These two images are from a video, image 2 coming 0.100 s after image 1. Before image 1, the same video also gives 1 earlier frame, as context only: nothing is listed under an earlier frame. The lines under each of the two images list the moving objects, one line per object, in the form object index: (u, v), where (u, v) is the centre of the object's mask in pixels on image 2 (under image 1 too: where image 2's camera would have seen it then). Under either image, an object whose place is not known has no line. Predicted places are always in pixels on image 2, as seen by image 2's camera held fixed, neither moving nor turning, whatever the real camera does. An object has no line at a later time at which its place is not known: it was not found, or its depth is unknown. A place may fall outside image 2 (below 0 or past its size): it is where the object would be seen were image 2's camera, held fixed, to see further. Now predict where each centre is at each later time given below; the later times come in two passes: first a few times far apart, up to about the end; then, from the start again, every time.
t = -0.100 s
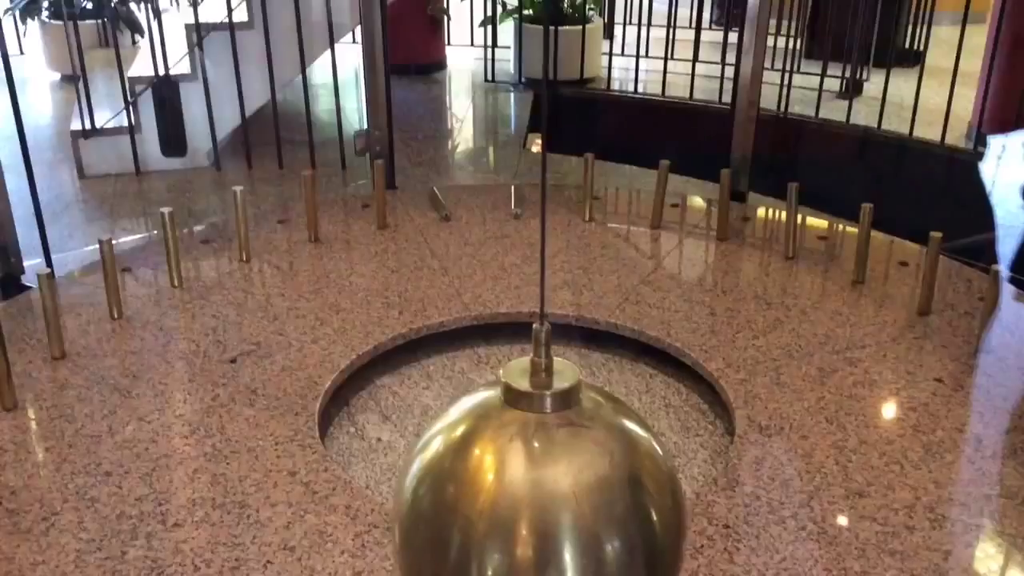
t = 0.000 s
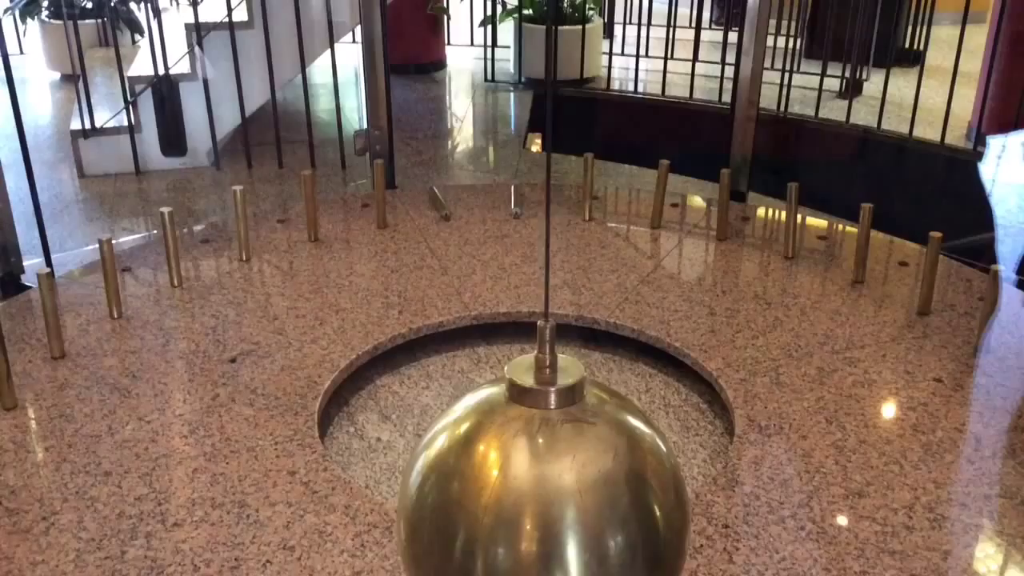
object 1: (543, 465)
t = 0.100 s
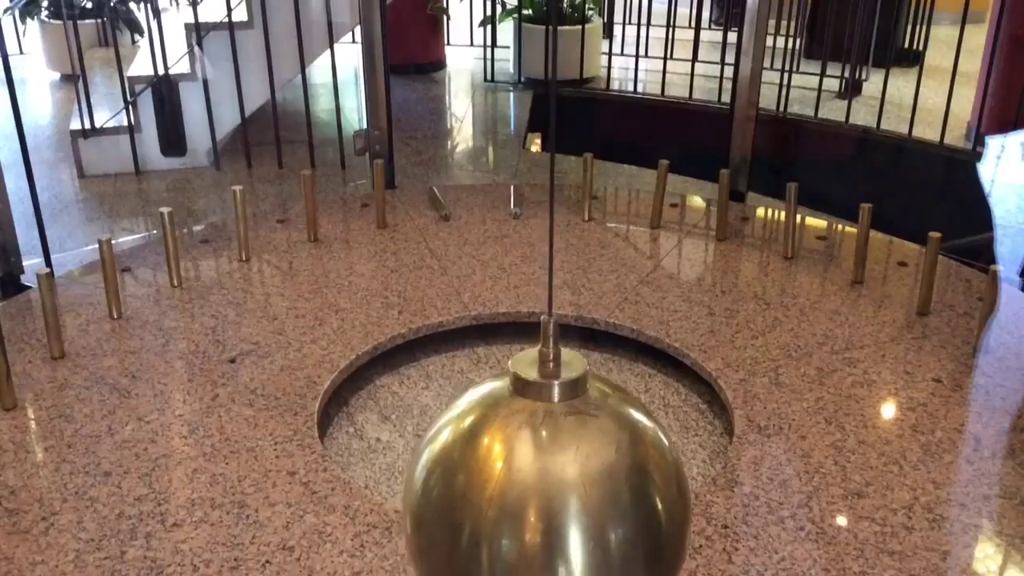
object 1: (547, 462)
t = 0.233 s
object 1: (554, 458)
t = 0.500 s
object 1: (562, 438)
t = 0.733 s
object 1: (567, 394)
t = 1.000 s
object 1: (568, 340)
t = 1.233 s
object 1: (568, 291)
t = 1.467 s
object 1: (566, 247)
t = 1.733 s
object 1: (563, 202)
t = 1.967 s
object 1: (559, 170)
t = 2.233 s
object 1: (555, 139)
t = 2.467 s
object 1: (552, 116)
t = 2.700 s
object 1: (547, 98)
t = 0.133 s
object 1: (549, 462)
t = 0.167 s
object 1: (551, 461)
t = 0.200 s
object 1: (552, 460)
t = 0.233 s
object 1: (554, 458)
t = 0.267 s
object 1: (555, 456)
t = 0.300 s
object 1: (556, 453)
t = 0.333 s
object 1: (558, 451)
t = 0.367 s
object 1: (559, 448)
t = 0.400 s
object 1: (559, 451)
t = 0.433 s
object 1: (560, 448)
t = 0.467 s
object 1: (561, 444)
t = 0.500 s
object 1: (562, 438)
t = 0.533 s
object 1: (563, 433)
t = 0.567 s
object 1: (564, 427)
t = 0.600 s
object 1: (565, 420)
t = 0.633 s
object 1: (565, 413)
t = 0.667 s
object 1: (566, 407)
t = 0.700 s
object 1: (567, 393)
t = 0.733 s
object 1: (567, 394)
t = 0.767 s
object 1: (567, 388)
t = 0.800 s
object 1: (568, 383)
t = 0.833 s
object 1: (567, 376)
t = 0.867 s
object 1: (567, 369)
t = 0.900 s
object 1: (568, 362)
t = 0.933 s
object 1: (568, 353)
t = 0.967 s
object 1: (568, 347)
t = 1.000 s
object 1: (568, 340)
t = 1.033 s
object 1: (568, 333)
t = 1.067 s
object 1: (569, 325)
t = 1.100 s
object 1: (568, 319)
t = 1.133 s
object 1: (568, 312)
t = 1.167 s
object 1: (568, 304)
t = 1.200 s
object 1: (568, 298)
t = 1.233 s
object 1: (568, 291)
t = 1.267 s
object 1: (567, 284)
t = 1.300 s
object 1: (567, 278)
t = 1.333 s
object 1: (567, 272)
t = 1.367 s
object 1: (567, 265)
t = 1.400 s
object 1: (567, 259)
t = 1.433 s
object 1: (567, 254)
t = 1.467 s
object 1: (566, 247)
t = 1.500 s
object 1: (566, 240)
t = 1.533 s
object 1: (566, 235)
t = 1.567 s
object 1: (565, 229)
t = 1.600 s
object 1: (565, 223)
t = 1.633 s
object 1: (565, 217)
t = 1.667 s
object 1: (564, 212)
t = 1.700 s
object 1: (564, 207)
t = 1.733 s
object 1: (563, 202)
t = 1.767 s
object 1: (563, 197)
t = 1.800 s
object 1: (562, 192)
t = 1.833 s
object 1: (562, 187)
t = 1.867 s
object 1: (561, 182)
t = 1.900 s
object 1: (560, 178)
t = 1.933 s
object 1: (560, 174)
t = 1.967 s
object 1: (559, 170)
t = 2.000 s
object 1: (559, 165)
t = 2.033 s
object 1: (559, 161)
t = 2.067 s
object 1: (558, 158)
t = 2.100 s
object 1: (557, 154)
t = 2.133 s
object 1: (557, 150)
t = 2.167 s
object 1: (556, 146)
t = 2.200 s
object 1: (556, 142)
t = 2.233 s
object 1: (555, 139)
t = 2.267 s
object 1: (555, 135)
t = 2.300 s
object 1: (554, 132)
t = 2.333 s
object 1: (554, 129)
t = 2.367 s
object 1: (553, 126)
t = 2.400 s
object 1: (553, 123)
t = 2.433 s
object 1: (552, 119)
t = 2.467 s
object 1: (552, 116)
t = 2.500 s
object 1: (551, 113)
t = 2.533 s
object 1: (550, 111)
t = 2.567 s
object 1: (549, 108)
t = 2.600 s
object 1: (549, 105)
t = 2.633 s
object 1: (548, 102)
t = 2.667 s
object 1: (548, 100)
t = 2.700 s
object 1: (547, 98)
